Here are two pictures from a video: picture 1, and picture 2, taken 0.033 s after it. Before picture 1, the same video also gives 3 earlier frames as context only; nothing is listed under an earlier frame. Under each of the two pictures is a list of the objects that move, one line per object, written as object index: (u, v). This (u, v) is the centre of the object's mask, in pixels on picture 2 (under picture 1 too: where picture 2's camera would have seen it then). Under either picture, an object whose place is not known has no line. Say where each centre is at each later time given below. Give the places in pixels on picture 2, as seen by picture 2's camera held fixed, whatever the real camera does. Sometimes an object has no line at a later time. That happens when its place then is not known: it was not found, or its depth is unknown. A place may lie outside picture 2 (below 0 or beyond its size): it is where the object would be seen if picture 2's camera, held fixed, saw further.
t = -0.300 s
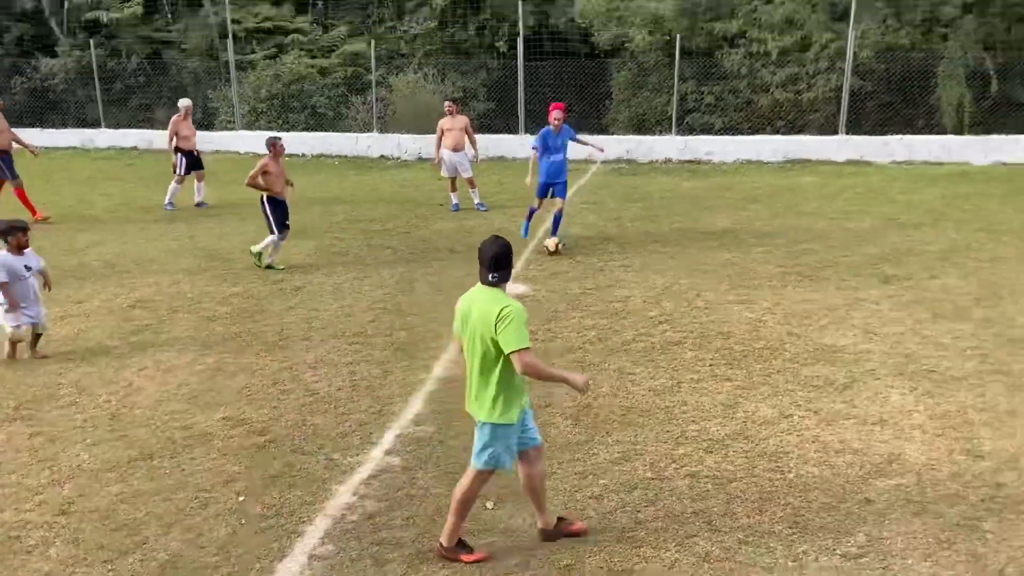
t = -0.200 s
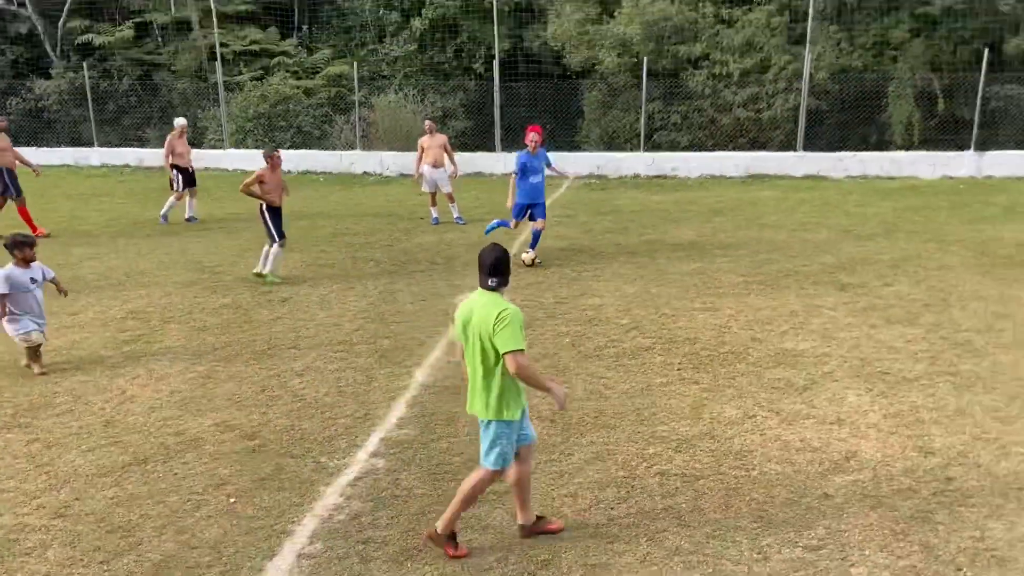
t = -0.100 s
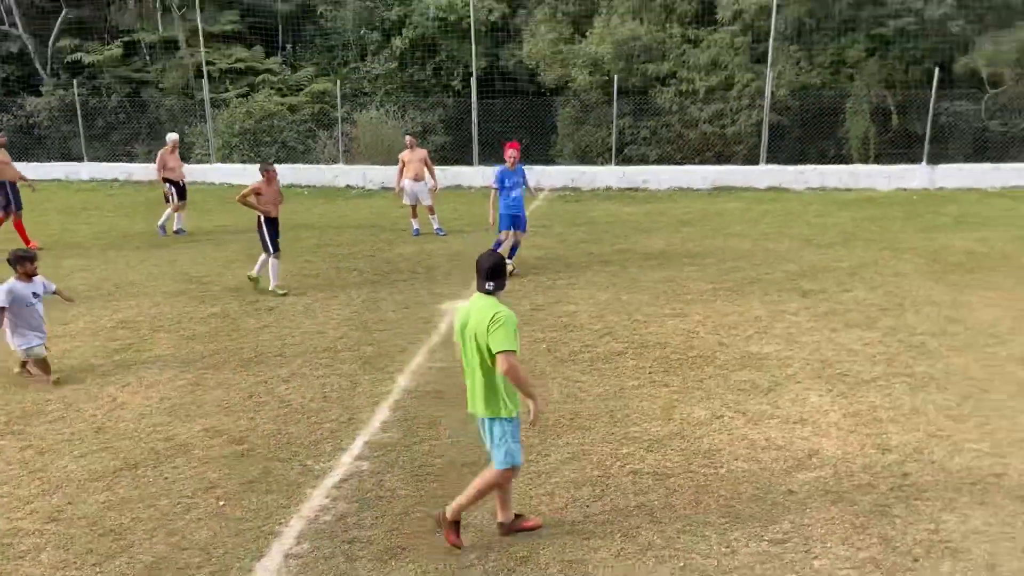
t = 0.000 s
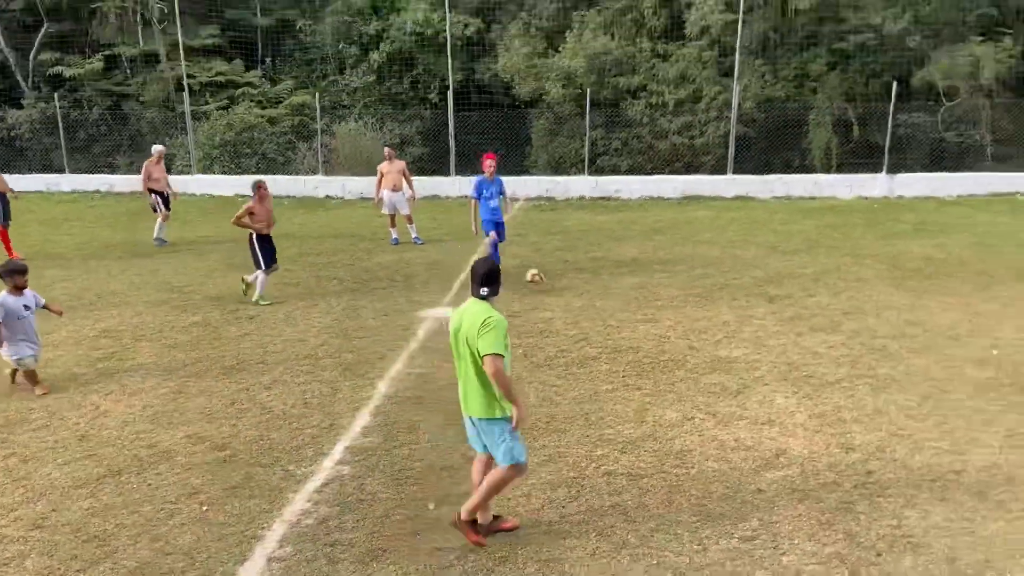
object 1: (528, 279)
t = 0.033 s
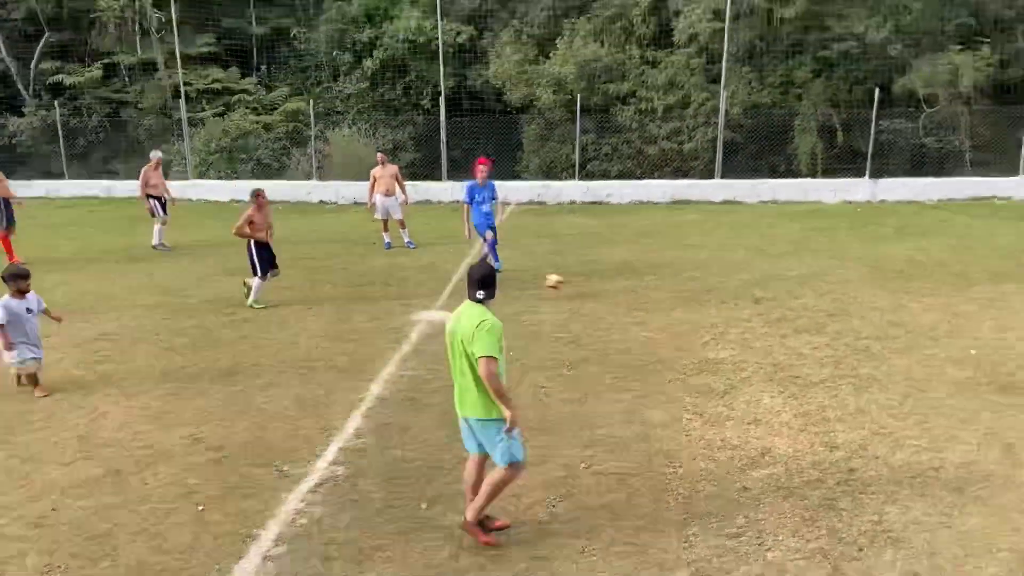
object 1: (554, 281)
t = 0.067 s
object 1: (581, 284)
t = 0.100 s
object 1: (610, 288)
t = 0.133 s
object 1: (638, 294)
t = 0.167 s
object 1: (669, 299)
